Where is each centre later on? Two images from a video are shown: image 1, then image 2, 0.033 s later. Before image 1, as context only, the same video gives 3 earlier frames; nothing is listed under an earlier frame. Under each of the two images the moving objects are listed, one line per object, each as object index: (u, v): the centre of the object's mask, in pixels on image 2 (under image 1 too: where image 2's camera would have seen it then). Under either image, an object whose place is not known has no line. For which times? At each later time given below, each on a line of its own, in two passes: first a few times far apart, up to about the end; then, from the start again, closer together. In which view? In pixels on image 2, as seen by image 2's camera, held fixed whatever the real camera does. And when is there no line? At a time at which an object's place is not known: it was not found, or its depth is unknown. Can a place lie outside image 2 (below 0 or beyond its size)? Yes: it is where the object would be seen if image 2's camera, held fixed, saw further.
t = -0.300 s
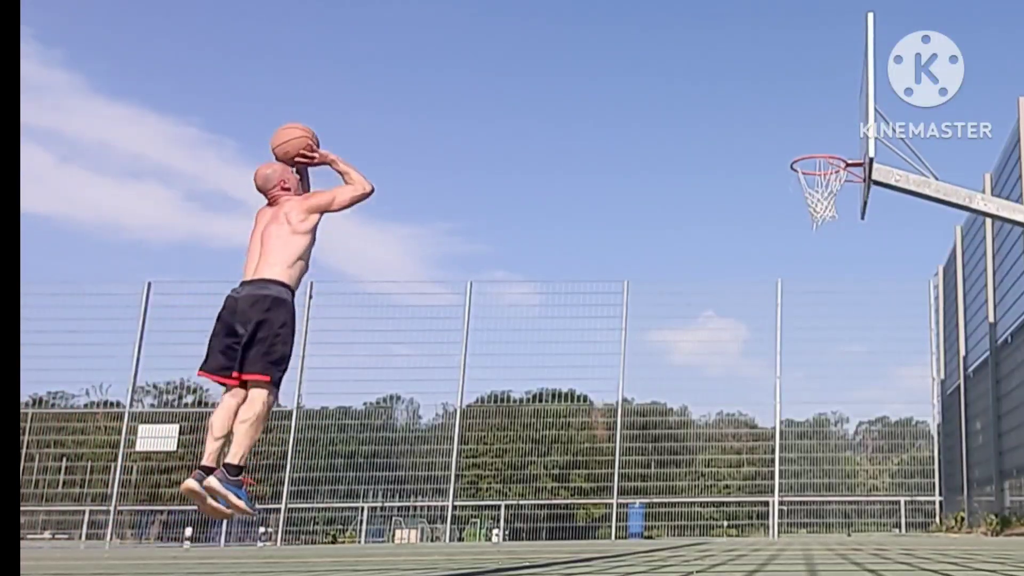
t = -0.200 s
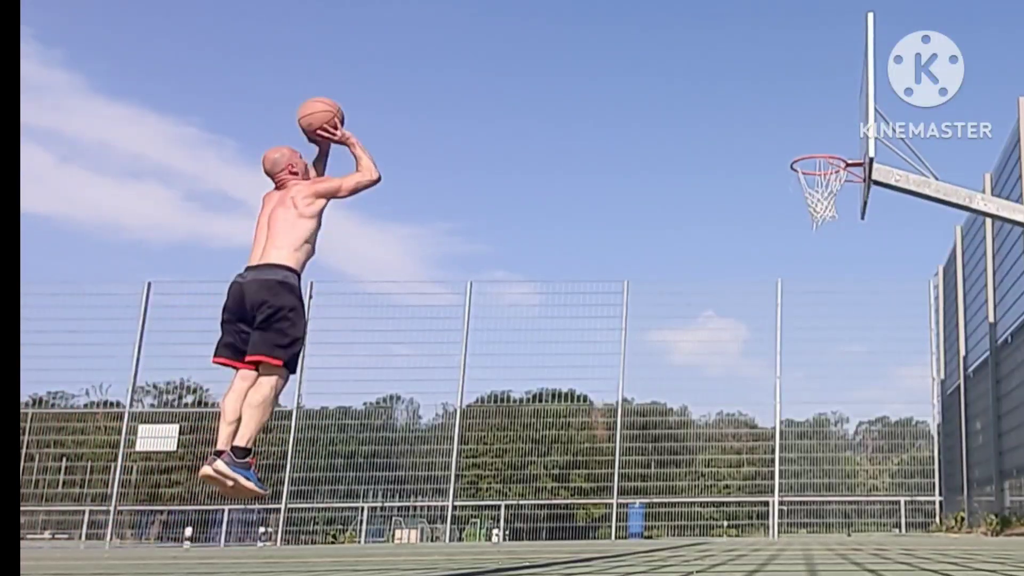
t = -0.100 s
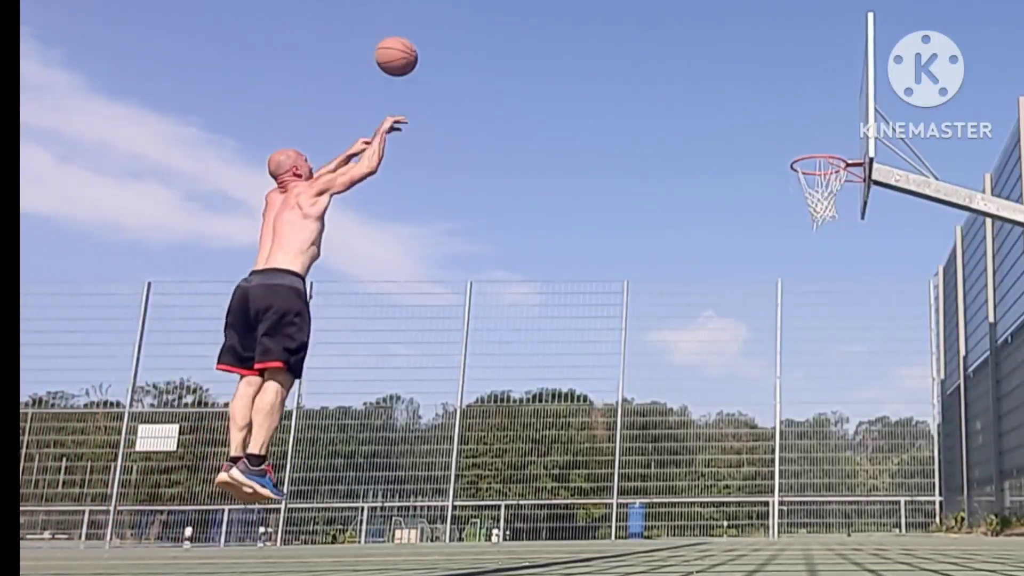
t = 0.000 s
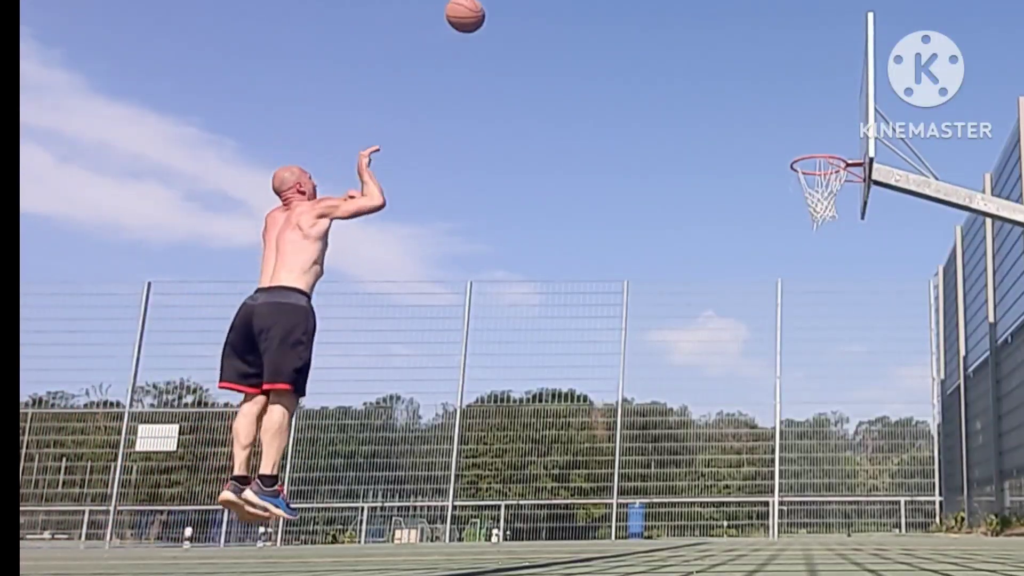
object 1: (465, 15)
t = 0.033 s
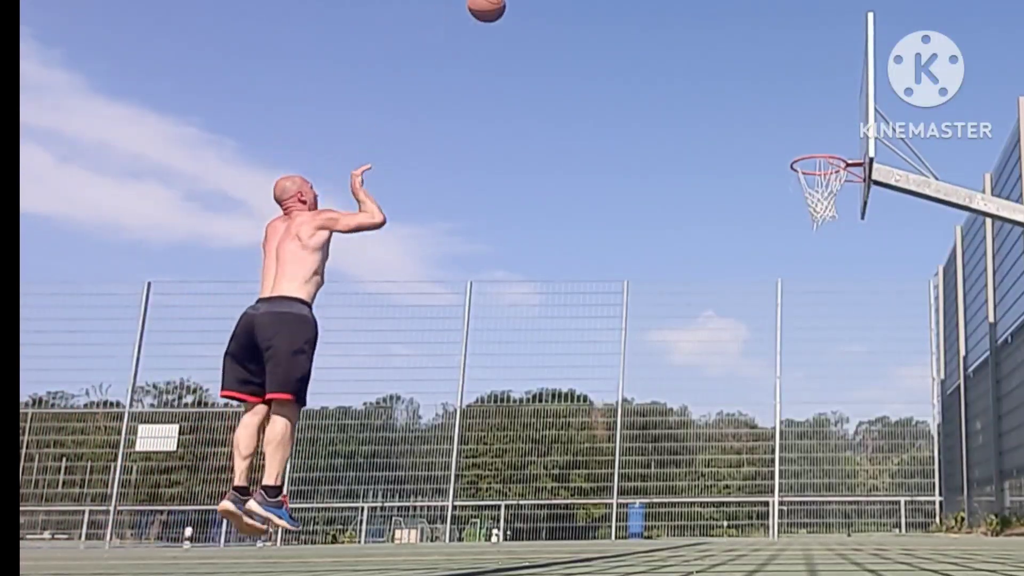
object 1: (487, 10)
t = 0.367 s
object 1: (660, 4)
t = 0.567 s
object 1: (740, 46)
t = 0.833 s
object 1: (829, 173)
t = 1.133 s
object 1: (776, 219)
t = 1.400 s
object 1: (724, 314)
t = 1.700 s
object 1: (659, 500)
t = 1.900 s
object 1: (658, 366)
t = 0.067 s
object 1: (507, 6)
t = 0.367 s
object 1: (660, 4)
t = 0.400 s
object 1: (674, 6)
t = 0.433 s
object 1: (688, 10)
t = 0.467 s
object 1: (701, 15)
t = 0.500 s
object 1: (714, 24)
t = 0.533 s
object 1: (727, 35)
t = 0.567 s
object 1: (740, 46)
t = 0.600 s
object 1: (752, 59)
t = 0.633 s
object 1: (764, 73)
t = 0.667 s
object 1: (776, 88)
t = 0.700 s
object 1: (787, 103)
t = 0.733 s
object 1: (799, 120)
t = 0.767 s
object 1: (810, 138)
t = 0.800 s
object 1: (820, 155)
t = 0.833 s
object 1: (829, 173)
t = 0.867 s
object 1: (825, 188)
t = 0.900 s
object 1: (819, 202)
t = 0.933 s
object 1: (813, 204)
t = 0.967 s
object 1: (809, 210)
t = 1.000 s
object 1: (800, 204)
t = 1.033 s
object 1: (794, 208)
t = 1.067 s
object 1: (788, 210)
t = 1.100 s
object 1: (782, 214)
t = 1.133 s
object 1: (776, 219)
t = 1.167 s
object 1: (770, 226)
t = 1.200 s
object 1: (764, 234)
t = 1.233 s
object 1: (758, 244)
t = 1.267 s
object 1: (751, 255)
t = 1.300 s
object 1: (745, 267)
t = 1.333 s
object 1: (738, 281)
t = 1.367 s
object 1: (731, 297)
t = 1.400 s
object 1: (724, 314)
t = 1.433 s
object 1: (716, 333)
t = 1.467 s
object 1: (709, 354)
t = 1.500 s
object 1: (702, 376)
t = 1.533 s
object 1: (694, 400)
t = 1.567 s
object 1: (685, 426)
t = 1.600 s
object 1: (678, 455)
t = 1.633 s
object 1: (669, 486)
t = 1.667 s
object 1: (659, 519)
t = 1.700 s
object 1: (659, 500)
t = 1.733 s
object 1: (659, 474)
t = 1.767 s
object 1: (659, 449)
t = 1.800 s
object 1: (658, 426)
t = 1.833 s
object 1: (658, 405)
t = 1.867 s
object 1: (658, 384)
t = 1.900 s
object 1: (658, 366)
